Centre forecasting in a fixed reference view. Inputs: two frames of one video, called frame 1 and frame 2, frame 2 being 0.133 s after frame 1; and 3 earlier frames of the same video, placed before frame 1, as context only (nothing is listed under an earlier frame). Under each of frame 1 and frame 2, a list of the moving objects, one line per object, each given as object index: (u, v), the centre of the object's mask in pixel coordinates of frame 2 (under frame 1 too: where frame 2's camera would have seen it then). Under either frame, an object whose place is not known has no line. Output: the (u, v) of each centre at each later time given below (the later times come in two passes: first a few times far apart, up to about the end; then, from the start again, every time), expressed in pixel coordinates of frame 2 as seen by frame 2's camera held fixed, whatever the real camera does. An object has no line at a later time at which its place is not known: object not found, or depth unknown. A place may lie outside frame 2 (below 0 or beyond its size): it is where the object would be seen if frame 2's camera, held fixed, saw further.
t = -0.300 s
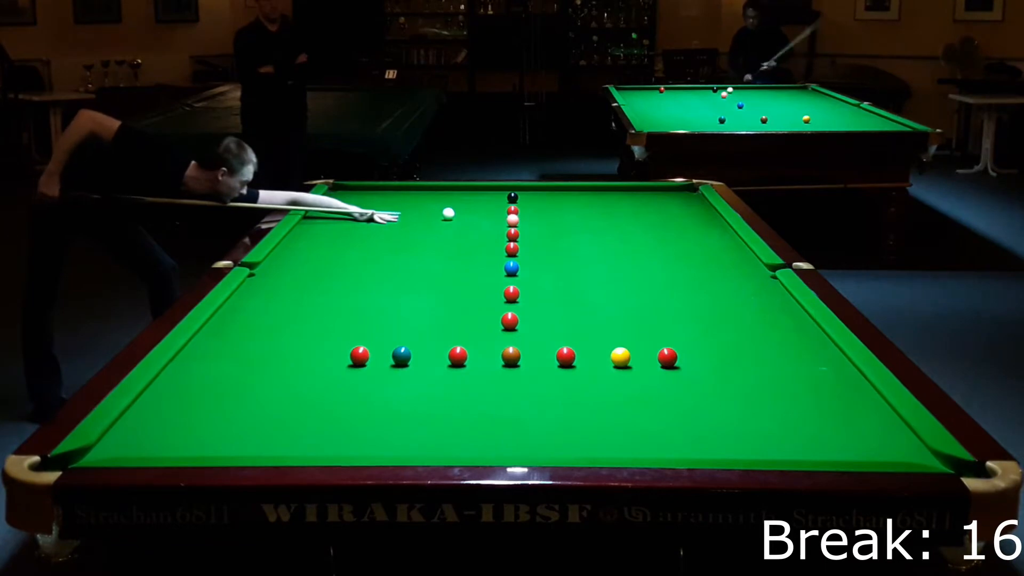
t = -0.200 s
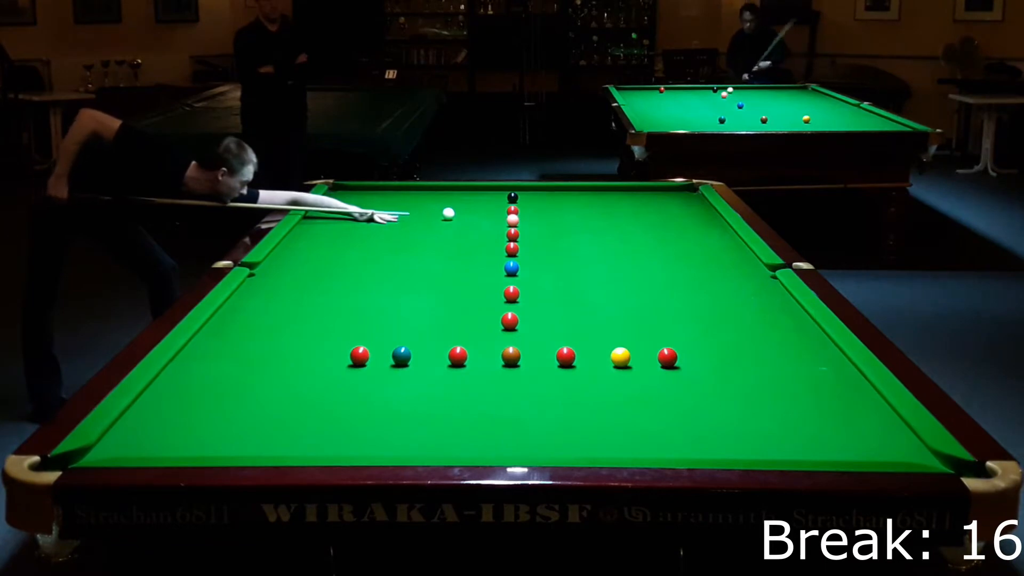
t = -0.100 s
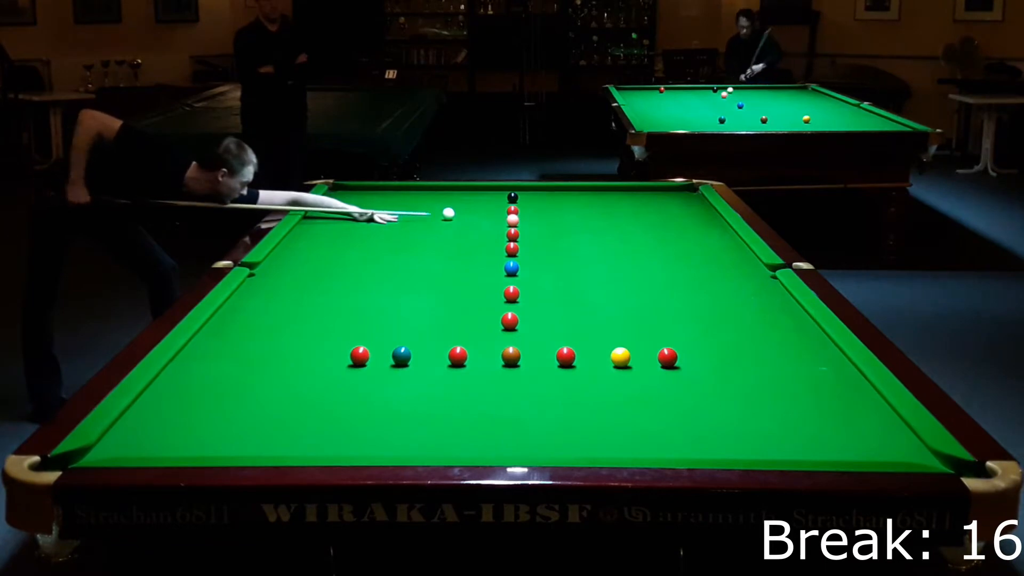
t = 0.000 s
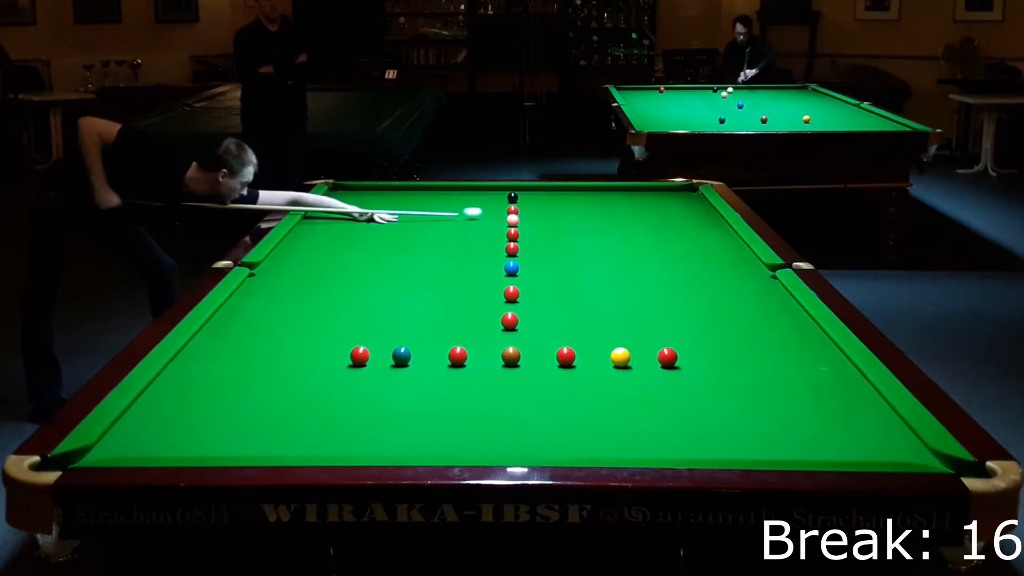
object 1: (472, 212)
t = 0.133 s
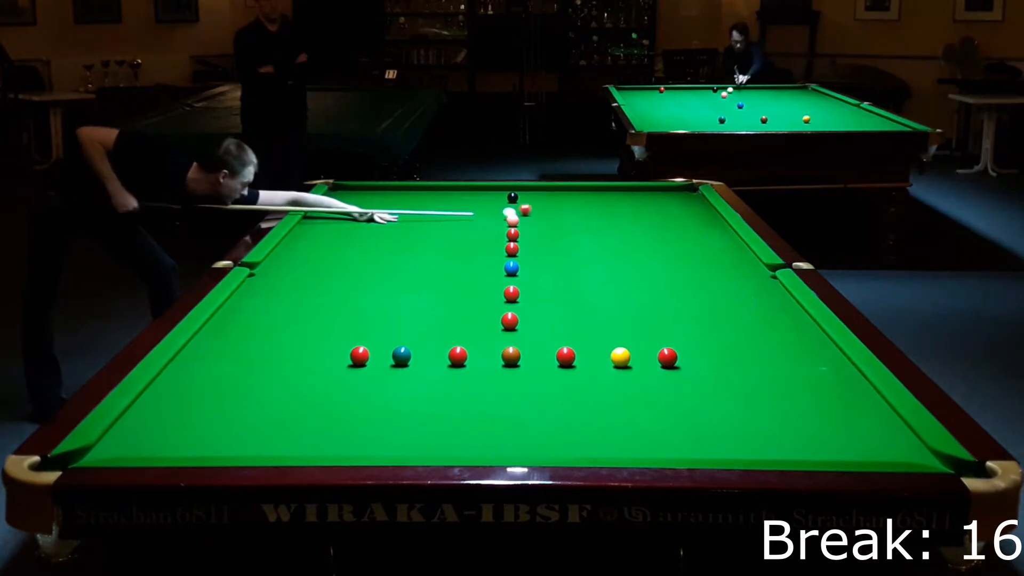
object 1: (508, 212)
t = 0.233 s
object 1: (522, 215)
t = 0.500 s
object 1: (554, 220)
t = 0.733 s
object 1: (583, 224)
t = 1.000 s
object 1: (616, 229)
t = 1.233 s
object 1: (645, 233)
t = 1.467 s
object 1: (674, 237)
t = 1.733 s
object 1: (708, 241)
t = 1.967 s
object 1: (736, 245)
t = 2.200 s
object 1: (731, 248)
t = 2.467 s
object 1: (716, 251)
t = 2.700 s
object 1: (703, 254)
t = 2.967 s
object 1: (690, 256)
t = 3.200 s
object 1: (679, 258)
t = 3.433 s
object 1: (669, 260)
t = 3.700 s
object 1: (659, 262)
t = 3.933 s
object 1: (651, 264)
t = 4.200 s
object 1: (643, 265)
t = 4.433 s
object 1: (637, 266)
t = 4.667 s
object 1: (632, 267)
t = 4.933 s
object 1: (627, 268)
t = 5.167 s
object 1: (624, 268)
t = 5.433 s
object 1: (622, 269)
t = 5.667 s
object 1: (622, 269)
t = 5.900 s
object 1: (622, 269)
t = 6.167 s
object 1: (622, 269)
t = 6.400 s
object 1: (622, 269)
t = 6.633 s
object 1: (622, 269)
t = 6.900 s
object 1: (622, 269)
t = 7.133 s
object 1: (622, 269)
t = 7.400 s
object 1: (622, 269)
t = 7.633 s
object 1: (622, 269)
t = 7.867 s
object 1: (622, 269)
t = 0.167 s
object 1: (513, 212)
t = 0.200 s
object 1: (518, 213)
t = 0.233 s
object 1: (522, 215)
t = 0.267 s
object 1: (525, 216)
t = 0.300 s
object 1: (529, 216)
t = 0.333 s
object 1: (533, 217)
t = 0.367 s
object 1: (537, 218)
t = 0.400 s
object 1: (542, 218)
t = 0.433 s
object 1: (546, 219)
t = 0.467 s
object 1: (550, 219)
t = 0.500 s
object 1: (554, 220)
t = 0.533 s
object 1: (558, 220)
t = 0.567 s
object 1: (562, 221)
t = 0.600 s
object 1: (566, 221)
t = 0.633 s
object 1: (570, 222)
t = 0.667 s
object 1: (575, 223)
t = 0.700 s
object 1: (579, 223)
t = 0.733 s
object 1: (583, 224)
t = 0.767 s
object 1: (587, 224)
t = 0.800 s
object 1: (591, 225)
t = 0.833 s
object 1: (595, 225)
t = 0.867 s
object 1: (600, 226)
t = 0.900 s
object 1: (604, 227)
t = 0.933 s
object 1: (608, 228)
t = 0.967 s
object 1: (612, 228)
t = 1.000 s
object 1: (616, 229)
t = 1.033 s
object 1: (620, 229)
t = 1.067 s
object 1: (624, 230)
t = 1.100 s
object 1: (629, 230)
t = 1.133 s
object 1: (633, 231)
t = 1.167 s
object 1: (637, 231)
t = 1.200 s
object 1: (641, 232)
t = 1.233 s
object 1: (645, 233)
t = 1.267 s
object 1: (650, 233)
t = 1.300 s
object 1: (653, 234)
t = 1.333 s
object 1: (658, 234)
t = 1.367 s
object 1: (662, 235)
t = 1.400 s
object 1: (666, 235)
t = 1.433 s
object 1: (670, 236)
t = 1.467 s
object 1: (674, 237)
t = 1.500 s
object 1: (678, 237)
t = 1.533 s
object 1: (682, 238)
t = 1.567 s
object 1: (687, 238)
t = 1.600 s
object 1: (691, 239)
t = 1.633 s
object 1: (695, 239)
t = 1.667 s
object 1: (699, 240)
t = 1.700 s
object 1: (703, 241)
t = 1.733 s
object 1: (708, 241)
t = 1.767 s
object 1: (711, 242)
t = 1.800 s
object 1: (716, 242)
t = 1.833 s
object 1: (720, 243)
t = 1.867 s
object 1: (724, 244)
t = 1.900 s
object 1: (728, 244)
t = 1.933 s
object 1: (732, 245)
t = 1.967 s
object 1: (736, 245)
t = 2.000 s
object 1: (740, 246)
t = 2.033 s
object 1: (741, 246)
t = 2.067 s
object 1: (739, 247)
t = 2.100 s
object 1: (737, 247)
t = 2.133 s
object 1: (735, 248)
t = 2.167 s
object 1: (733, 248)
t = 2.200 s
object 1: (731, 248)
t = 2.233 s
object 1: (729, 249)
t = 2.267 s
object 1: (727, 249)
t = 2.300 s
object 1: (725, 249)
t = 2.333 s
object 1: (723, 250)
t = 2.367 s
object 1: (721, 250)
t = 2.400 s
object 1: (719, 251)
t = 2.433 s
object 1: (717, 251)
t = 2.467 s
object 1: (716, 251)
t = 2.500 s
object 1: (714, 252)
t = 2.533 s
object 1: (712, 252)
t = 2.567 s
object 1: (710, 252)
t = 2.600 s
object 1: (708, 253)
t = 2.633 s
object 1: (707, 253)
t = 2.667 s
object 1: (705, 253)
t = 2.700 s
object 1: (703, 254)
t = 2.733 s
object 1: (701, 254)
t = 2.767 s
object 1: (700, 254)
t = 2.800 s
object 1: (698, 255)
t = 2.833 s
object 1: (696, 255)
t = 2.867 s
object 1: (695, 255)
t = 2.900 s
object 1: (693, 256)
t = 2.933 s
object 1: (692, 256)
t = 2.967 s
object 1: (690, 256)
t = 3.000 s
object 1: (689, 257)
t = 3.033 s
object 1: (687, 257)
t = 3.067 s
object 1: (685, 257)
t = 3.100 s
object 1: (684, 258)
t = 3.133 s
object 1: (682, 258)
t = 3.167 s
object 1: (681, 258)
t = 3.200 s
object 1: (679, 258)
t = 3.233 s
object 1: (678, 259)
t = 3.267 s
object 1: (676, 259)
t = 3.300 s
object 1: (675, 259)
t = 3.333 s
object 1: (673, 259)
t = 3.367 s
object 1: (672, 260)
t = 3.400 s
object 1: (671, 260)
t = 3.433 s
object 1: (669, 260)
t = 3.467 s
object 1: (668, 261)
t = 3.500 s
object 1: (667, 261)
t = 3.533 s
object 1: (665, 261)
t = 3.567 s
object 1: (664, 261)
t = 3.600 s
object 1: (663, 261)
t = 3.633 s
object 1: (662, 262)
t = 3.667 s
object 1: (660, 262)
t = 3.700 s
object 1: (659, 262)
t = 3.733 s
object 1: (658, 262)
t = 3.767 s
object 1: (657, 263)
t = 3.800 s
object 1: (656, 263)
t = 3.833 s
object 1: (654, 263)
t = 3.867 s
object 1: (653, 263)
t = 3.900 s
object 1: (652, 264)
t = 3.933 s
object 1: (651, 264)
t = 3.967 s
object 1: (650, 264)
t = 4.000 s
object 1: (649, 264)
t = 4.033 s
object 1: (648, 264)
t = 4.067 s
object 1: (647, 264)
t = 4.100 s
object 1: (646, 265)
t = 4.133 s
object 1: (645, 265)
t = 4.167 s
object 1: (644, 265)
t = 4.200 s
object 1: (643, 265)
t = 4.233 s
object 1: (642, 265)
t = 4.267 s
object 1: (641, 266)
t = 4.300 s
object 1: (640, 266)
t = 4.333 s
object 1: (639, 266)
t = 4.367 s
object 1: (638, 266)
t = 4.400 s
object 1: (638, 266)
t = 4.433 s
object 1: (637, 266)
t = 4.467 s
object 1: (636, 266)
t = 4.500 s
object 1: (635, 267)
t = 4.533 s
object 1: (635, 267)
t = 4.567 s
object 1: (634, 267)
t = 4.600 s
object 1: (633, 267)
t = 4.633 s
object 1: (633, 267)
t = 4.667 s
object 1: (632, 267)
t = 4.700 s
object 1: (631, 267)
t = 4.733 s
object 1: (631, 268)
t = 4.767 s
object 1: (630, 268)
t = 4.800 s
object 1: (629, 268)
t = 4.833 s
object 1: (629, 268)
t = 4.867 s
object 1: (628, 268)
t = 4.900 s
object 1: (628, 268)
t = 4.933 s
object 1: (627, 268)
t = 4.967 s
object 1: (627, 268)
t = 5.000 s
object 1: (626, 268)
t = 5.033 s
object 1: (626, 268)
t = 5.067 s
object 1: (625, 268)
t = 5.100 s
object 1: (625, 268)
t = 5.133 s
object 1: (624, 268)
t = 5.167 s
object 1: (624, 268)
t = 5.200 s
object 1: (624, 269)
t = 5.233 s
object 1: (623, 268)
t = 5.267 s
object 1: (623, 269)
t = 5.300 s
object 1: (623, 269)
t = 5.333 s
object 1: (623, 269)
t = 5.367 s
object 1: (622, 269)
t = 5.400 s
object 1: (622, 269)
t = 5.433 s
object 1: (622, 269)
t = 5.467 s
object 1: (622, 269)
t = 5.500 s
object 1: (622, 269)
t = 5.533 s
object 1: (622, 269)
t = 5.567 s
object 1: (622, 269)
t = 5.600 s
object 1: (622, 269)
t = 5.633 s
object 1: (622, 269)
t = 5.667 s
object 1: (622, 269)
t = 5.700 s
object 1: (622, 269)
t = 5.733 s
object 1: (622, 269)
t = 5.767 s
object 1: (622, 269)
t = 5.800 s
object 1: (622, 269)
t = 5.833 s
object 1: (622, 269)
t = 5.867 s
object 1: (622, 269)
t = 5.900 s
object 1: (622, 269)
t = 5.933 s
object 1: (622, 269)
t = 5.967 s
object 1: (622, 269)
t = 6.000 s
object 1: (622, 269)
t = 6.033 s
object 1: (622, 269)
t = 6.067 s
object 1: (622, 269)
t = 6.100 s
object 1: (622, 269)
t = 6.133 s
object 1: (622, 269)
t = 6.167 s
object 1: (622, 269)
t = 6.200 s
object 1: (622, 269)
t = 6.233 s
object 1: (622, 269)
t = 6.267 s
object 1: (622, 269)
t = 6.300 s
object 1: (622, 269)
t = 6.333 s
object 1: (622, 269)
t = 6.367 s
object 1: (622, 269)
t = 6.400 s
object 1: (622, 269)
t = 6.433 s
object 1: (622, 269)
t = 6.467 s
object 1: (622, 269)
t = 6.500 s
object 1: (622, 269)
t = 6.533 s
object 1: (622, 269)
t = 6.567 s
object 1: (622, 269)
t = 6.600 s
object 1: (622, 269)
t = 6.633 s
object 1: (622, 269)
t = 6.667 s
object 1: (622, 269)
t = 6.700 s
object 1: (622, 269)
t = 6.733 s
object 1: (622, 269)
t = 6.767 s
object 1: (622, 269)
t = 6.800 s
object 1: (622, 269)
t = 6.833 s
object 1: (622, 269)
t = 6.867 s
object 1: (622, 269)
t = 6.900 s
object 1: (622, 269)
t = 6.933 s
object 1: (621, 269)
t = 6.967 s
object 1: (622, 269)
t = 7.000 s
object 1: (622, 269)
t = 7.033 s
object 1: (622, 269)
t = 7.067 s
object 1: (622, 269)
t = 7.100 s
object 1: (622, 269)
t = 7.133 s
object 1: (622, 269)
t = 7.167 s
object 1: (622, 269)
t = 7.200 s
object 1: (622, 269)
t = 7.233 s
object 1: (622, 269)
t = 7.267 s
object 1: (622, 269)
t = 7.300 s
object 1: (622, 269)
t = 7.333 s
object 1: (622, 269)
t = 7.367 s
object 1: (622, 269)
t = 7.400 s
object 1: (622, 269)
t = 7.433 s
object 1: (622, 269)
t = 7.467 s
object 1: (622, 269)
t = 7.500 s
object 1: (622, 269)
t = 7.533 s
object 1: (622, 269)
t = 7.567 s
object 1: (622, 269)
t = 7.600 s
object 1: (622, 269)
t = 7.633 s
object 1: (622, 269)
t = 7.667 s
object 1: (622, 269)
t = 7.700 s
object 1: (622, 269)
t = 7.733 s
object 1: (622, 269)
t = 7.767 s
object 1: (622, 269)
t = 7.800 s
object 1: (622, 269)
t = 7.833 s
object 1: (622, 269)
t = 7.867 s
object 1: (622, 269)
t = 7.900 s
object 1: (622, 269)
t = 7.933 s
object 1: (622, 269)
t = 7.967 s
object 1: (622, 269)
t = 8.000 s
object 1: (622, 269)
